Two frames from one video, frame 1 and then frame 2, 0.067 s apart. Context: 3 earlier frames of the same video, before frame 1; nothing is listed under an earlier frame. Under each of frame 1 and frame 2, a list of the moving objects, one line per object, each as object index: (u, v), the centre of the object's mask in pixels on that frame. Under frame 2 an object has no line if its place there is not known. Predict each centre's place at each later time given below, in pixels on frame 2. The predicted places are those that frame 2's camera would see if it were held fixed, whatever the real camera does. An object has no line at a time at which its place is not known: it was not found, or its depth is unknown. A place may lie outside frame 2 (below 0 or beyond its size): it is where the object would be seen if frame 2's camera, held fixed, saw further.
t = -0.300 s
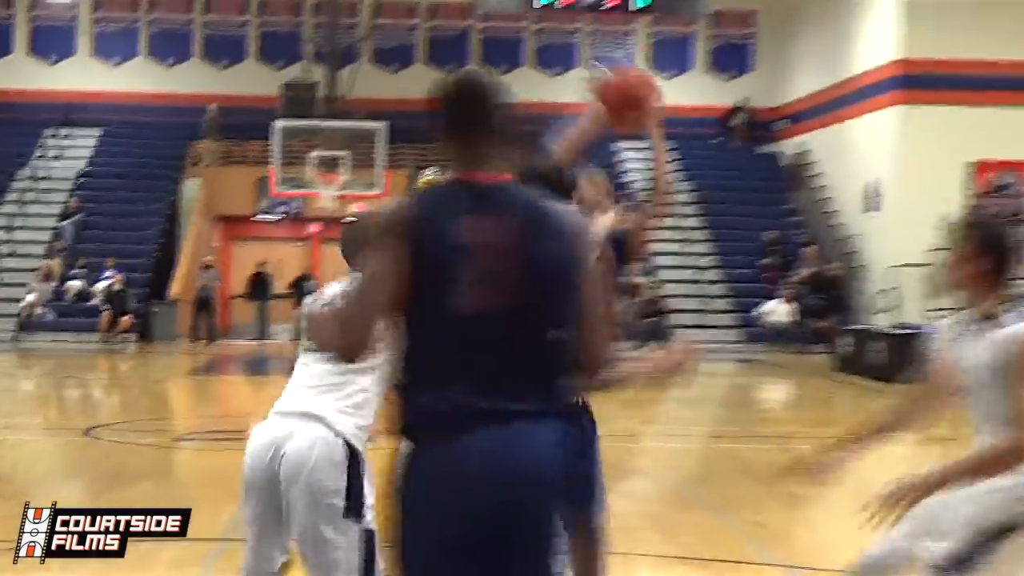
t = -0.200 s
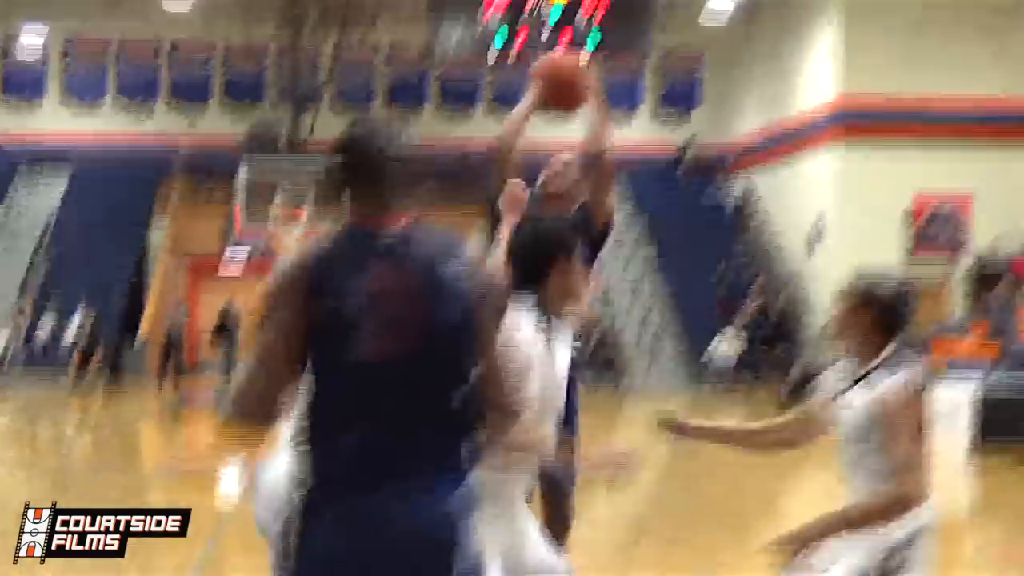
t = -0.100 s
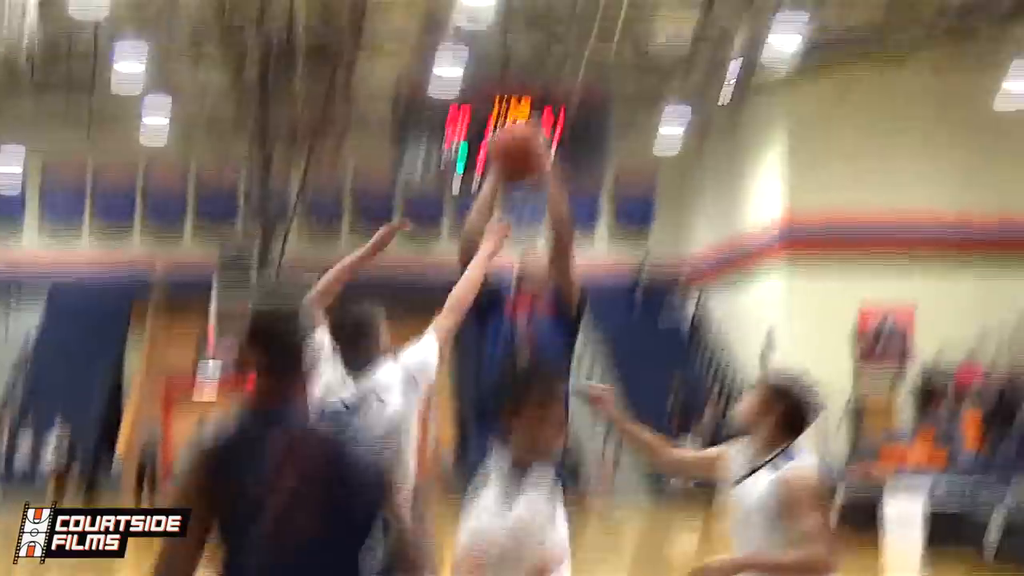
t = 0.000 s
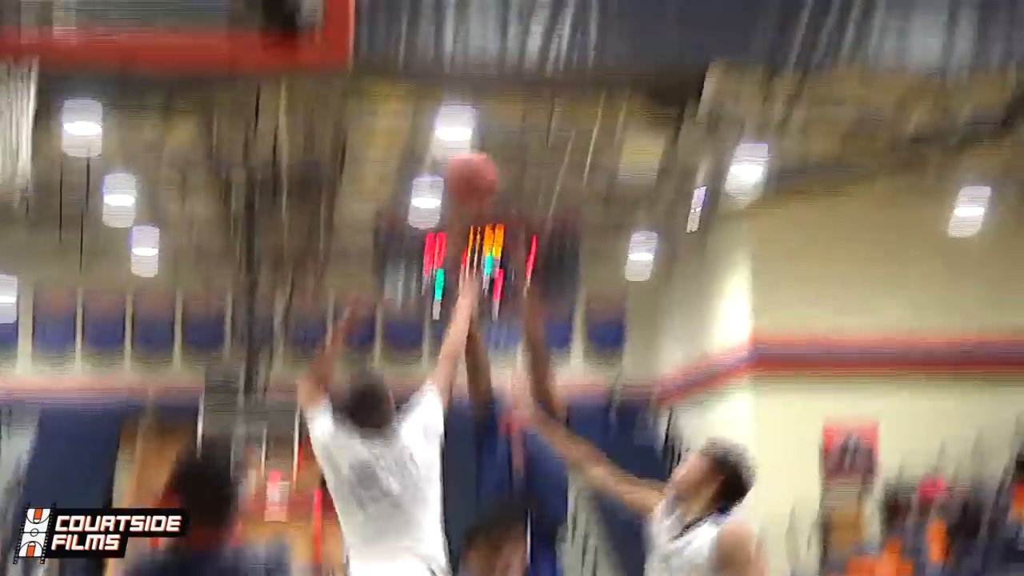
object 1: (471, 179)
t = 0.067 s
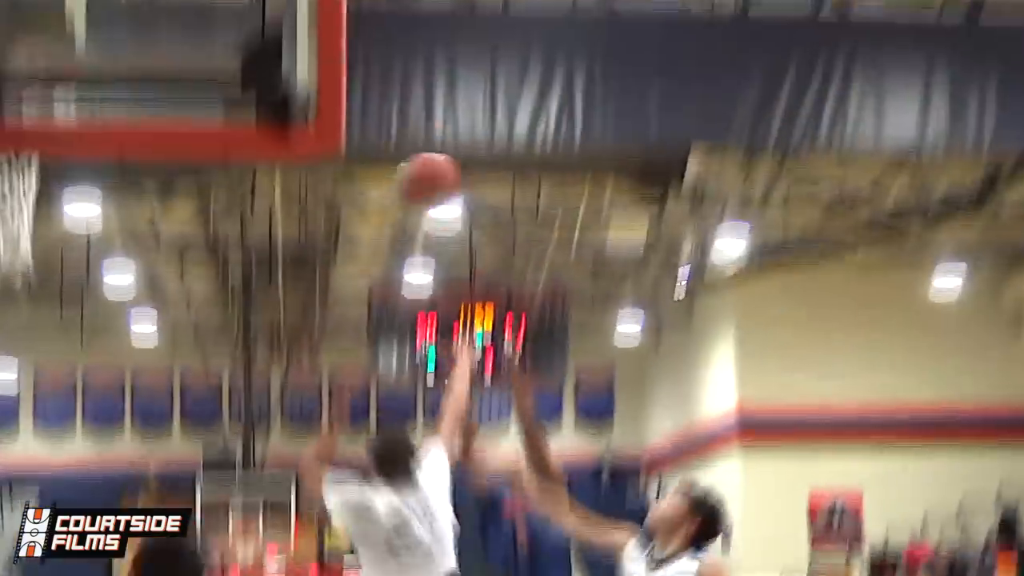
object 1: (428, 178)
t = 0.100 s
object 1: (415, 144)
